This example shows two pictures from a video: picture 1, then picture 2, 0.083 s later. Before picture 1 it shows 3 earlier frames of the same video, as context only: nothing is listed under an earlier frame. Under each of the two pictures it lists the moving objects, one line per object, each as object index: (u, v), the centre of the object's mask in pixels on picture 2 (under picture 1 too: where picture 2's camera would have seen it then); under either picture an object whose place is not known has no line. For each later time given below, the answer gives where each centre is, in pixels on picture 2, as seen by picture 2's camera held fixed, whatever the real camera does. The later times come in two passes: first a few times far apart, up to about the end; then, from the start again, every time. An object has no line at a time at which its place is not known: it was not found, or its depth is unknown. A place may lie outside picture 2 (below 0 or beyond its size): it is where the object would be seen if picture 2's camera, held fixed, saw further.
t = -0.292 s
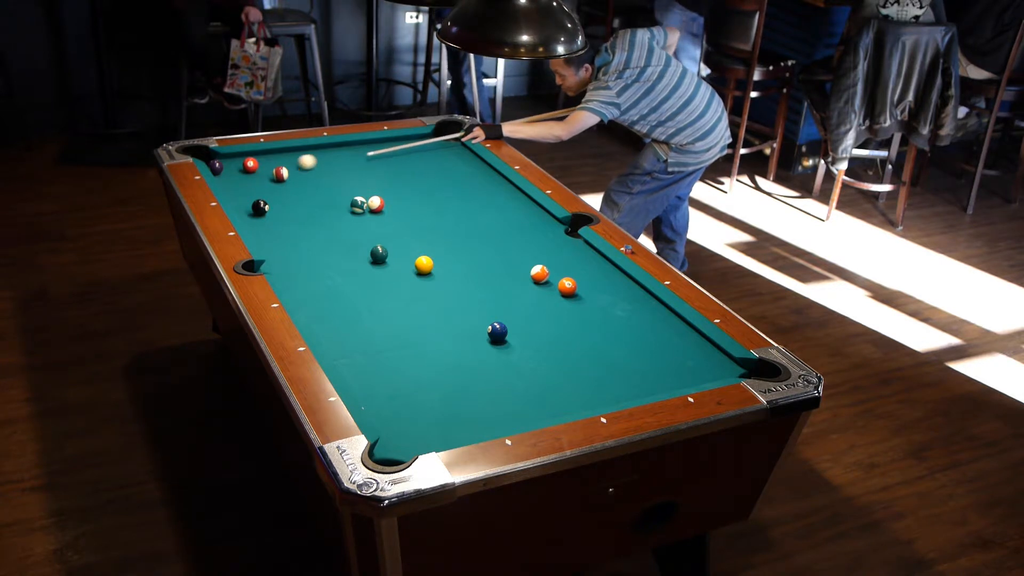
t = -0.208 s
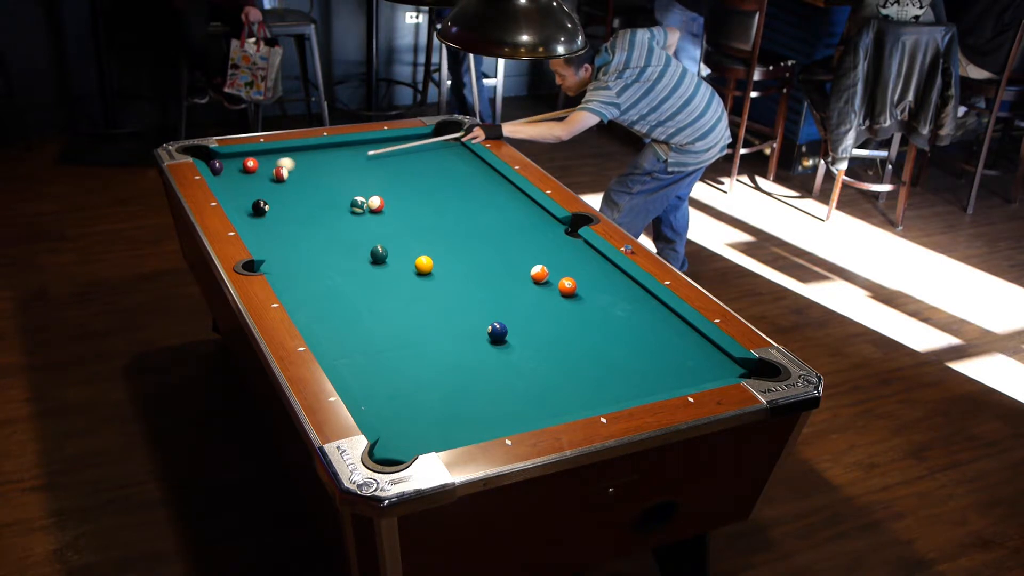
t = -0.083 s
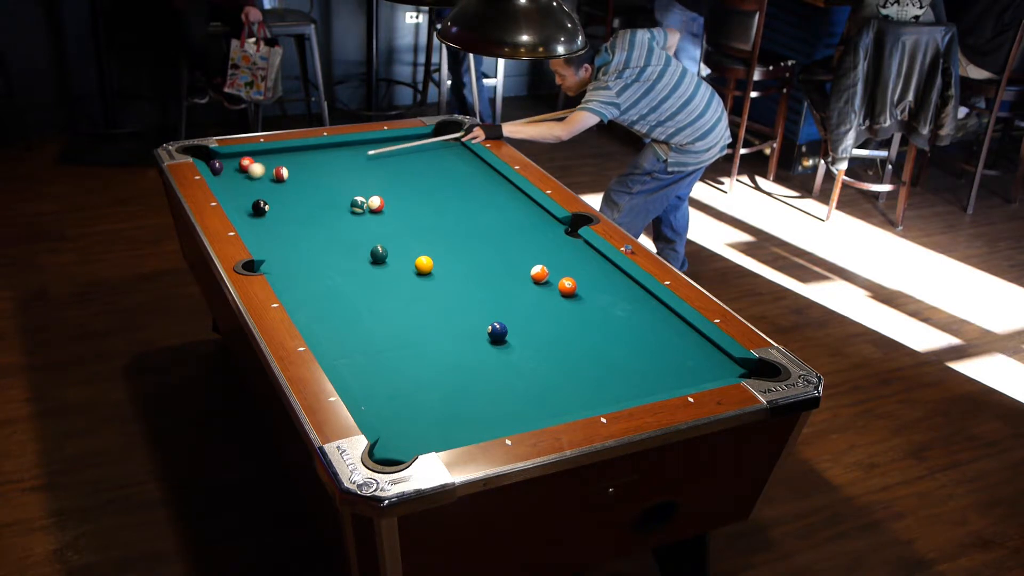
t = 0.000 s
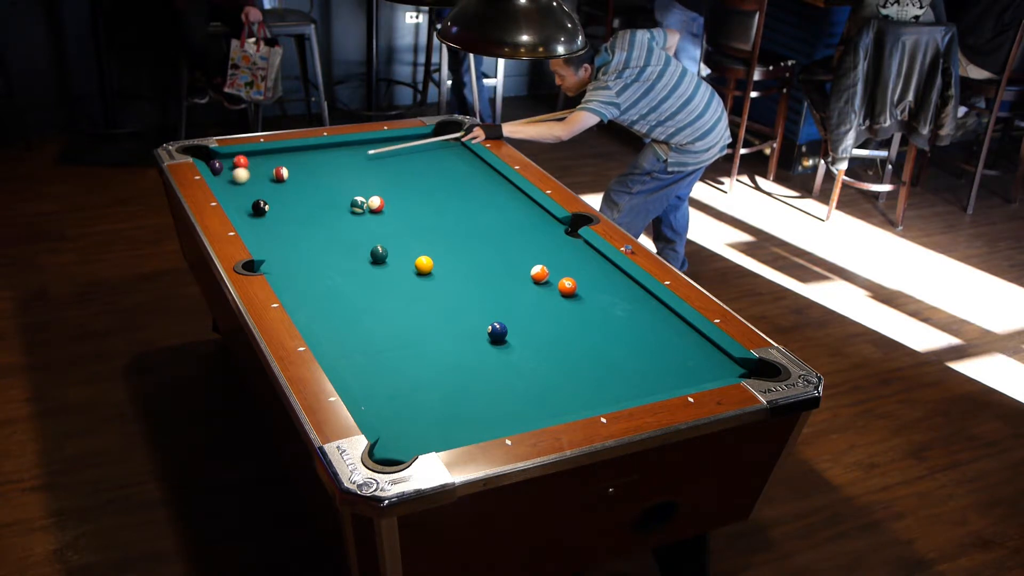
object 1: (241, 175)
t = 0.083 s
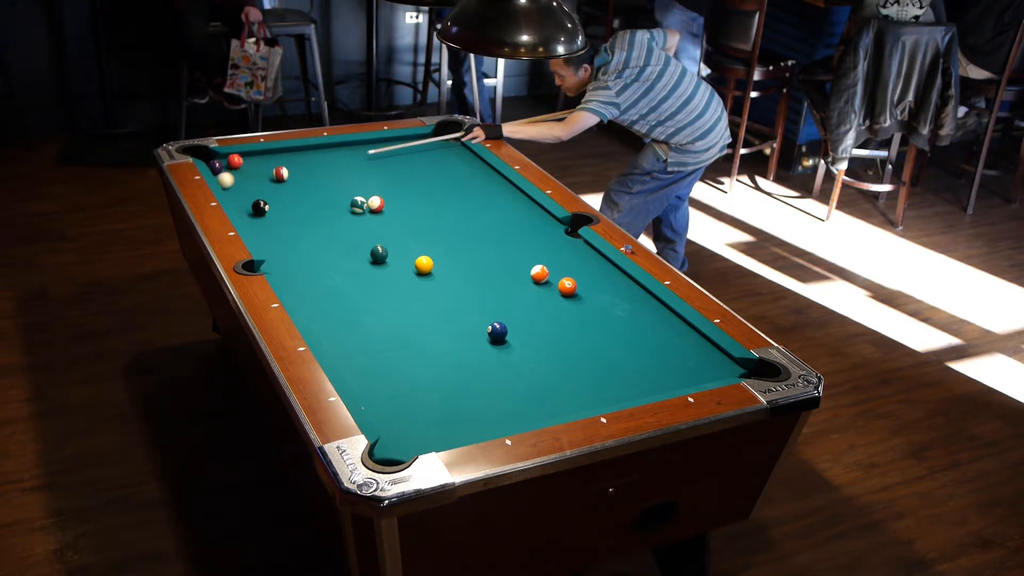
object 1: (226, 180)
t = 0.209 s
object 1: (240, 182)
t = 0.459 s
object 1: (271, 184)
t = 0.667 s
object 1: (296, 186)
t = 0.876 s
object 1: (319, 187)
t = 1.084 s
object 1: (342, 189)
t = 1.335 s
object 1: (367, 190)
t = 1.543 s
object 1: (388, 192)
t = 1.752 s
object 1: (407, 193)
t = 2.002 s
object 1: (428, 194)
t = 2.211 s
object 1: (445, 195)
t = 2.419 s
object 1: (461, 195)
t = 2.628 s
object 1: (476, 196)
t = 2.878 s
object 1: (492, 196)
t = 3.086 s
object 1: (504, 196)
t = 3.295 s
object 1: (516, 196)
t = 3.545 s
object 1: (521, 197)
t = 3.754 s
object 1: (517, 198)
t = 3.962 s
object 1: (513, 199)
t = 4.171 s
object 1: (510, 200)
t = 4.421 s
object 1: (508, 200)
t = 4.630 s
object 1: (506, 200)
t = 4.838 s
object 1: (505, 200)
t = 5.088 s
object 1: (505, 200)
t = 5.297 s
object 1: (505, 200)
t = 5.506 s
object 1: (505, 200)
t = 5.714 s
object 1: (505, 200)
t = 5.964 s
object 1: (505, 200)
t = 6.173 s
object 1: (505, 200)
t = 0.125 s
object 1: (229, 181)
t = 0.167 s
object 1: (235, 181)
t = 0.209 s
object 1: (240, 182)
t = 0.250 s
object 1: (245, 182)
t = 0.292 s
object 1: (251, 183)
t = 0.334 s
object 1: (256, 183)
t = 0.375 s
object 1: (261, 183)
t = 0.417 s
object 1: (266, 184)
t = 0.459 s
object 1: (271, 184)
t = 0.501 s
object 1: (276, 184)
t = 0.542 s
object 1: (281, 185)
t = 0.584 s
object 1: (286, 185)
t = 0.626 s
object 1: (291, 186)
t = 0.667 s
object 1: (296, 186)
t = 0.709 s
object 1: (301, 186)
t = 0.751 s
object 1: (305, 187)
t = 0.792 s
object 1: (310, 187)
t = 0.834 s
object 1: (315, 187)
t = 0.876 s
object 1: (319, 187)
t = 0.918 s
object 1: (324, 188)
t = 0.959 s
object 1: (328, 188)
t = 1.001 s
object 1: (333, 188)
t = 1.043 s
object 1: (337, 189)
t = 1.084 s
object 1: (342, 189)
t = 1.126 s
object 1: (346, 189)
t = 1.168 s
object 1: (350, 189)
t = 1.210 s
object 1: (355, 189)
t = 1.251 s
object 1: (359, 189)
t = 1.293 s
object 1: (364, 190)
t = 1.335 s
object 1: (367, 190)
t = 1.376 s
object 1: (371, 190)
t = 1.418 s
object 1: (375, 190)
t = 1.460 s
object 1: (380, 190)
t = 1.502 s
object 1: (384, 191)
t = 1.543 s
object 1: (388, 192)
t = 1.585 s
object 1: (392, 192)
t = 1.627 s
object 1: (395, 192)
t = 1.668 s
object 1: (399, 192)
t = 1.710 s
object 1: (403, 193)
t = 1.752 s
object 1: (407, 193)
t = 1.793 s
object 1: (410, 193)
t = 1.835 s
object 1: (414, 193)
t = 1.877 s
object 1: (418, 193)
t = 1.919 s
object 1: (421, 193)
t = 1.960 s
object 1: (425, 194)
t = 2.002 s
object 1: (428, 194)
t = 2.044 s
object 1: (432, 194)
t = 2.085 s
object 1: (435, 194)
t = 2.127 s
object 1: (438, 194)
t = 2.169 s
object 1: (442, 194)
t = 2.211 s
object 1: (445, 195)
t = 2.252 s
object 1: (448, 195)
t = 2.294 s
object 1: (451, 195)
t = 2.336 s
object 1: (455, 195)
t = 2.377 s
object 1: (458, 195)
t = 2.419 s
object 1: (461, 195)
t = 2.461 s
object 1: (464, 195)
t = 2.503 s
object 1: (467, 196)
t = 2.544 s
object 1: (470, 196)
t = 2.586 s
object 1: (473, 196)
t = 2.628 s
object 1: (476, 196)
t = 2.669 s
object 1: (478, 196)
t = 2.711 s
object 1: (481, 196)
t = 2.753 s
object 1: (484, 196)
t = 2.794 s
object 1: (487, 196)
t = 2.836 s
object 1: (489, 196)
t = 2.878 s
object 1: (492, 196)
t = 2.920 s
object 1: (494, 196)
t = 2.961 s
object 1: (497, 196)
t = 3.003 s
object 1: (499, 196)
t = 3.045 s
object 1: (502, 196)
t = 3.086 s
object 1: (504, 196)
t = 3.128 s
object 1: (507, 196)
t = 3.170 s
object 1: (509, 197)
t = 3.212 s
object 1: (511, 196)
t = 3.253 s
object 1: (513, 197)
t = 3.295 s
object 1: (516, 196)
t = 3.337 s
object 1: (518, 197)
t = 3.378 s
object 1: (520, 196)
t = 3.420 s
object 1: (522, 196)
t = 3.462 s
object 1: (522, 197)
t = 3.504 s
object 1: (521, 197)
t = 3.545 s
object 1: (521, 197)
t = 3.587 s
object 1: (520, 197)
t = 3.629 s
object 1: (519, 198)
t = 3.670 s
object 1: (518, 198)
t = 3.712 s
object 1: (517, 198)
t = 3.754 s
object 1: (517, 198)
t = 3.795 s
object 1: (516, 198)
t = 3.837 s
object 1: (515, 199)
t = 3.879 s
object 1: (514, 199)
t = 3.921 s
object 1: (514, 199)
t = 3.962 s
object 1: (513, 199)
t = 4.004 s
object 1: (513, 200)
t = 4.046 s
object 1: (512, 200)
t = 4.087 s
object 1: (511, 200)
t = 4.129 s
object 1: (511, 200)
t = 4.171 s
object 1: (510, 200)
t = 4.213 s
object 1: (510, 200)
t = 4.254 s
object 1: (509, 200)
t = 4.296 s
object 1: (509, 200)
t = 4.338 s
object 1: (509, 200)
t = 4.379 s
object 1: (508, 200)
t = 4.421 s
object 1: (508, 200)
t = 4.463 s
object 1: (508, 200)
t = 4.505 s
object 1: (507, 200)
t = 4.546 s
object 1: (507, 200)
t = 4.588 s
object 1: (507, 200)
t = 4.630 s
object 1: (506, 200)
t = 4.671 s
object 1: (506, 200)
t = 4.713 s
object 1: (506, 200)
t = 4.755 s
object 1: (506, 200)
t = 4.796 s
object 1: (505, 200)
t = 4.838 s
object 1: (505, 200)
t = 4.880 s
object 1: (505, 200)
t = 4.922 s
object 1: (505, 200)
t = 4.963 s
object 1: (505, 200)
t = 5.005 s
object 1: (505, 200)
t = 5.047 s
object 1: (505, 200)
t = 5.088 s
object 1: (505, 200)
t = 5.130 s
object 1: (505, 200)
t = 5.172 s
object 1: (505, 200)
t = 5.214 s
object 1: (505, 200)
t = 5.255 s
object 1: (505, 200)
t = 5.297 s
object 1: (505, 200)
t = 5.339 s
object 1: (505, 200)
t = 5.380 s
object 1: (505, 200)
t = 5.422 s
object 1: (505, 200)
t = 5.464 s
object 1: (505, 200)
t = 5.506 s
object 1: (505, 200)
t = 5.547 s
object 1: (505, 200)
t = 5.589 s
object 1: (505, 200)
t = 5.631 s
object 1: (505, 200)
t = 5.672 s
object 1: (505, 200)
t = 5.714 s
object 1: (505, 200)
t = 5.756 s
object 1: (505, 200)
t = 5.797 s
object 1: (505, 200)
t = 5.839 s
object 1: (505, 200)
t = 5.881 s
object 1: (505, 200)
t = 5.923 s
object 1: (505, 200)
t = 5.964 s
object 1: (505, 200)
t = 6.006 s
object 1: (505, 200)
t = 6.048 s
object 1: (505, 200)
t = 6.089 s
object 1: (505, 200)
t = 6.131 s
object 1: (505, 200)
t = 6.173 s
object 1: (505, 200)
